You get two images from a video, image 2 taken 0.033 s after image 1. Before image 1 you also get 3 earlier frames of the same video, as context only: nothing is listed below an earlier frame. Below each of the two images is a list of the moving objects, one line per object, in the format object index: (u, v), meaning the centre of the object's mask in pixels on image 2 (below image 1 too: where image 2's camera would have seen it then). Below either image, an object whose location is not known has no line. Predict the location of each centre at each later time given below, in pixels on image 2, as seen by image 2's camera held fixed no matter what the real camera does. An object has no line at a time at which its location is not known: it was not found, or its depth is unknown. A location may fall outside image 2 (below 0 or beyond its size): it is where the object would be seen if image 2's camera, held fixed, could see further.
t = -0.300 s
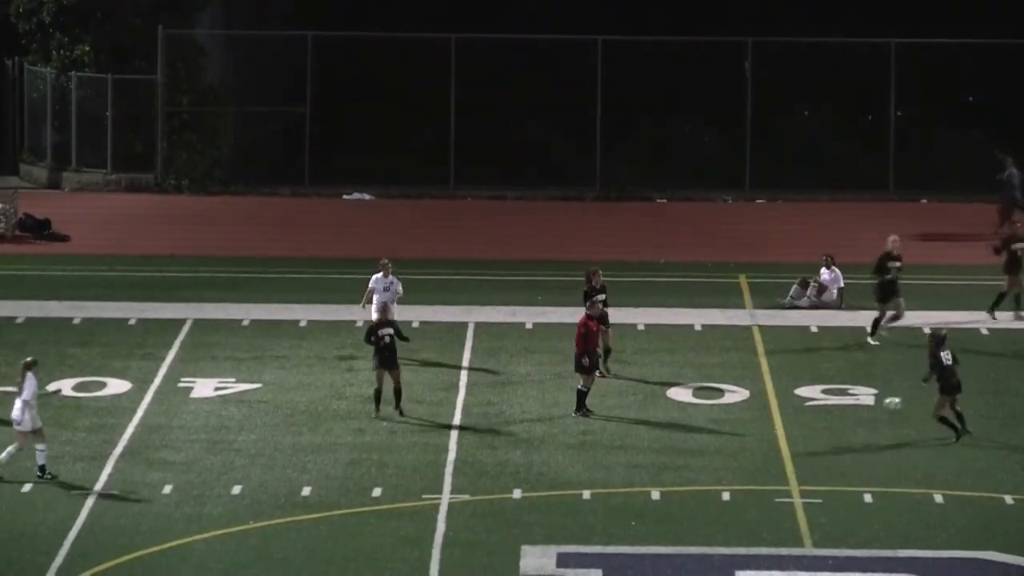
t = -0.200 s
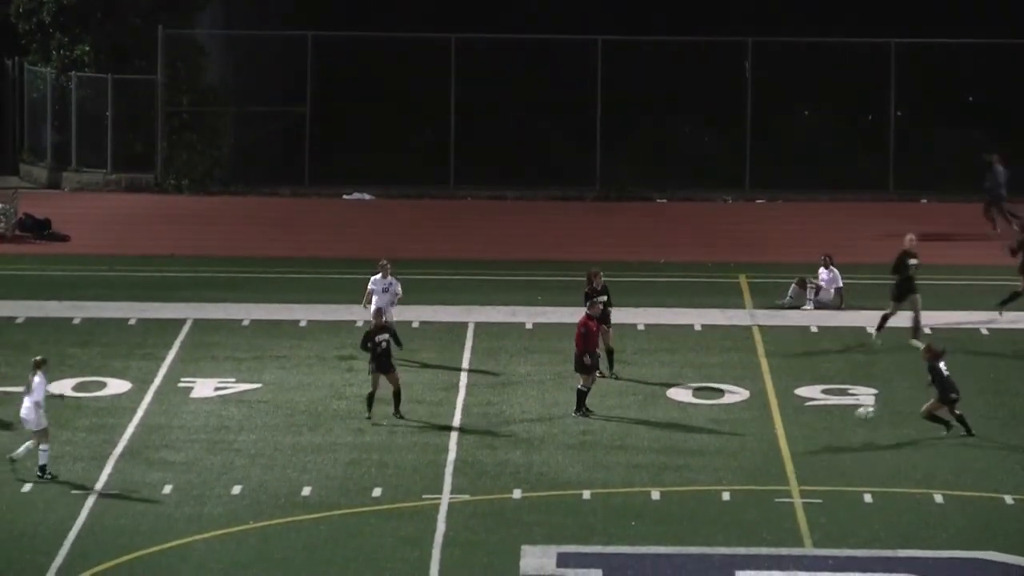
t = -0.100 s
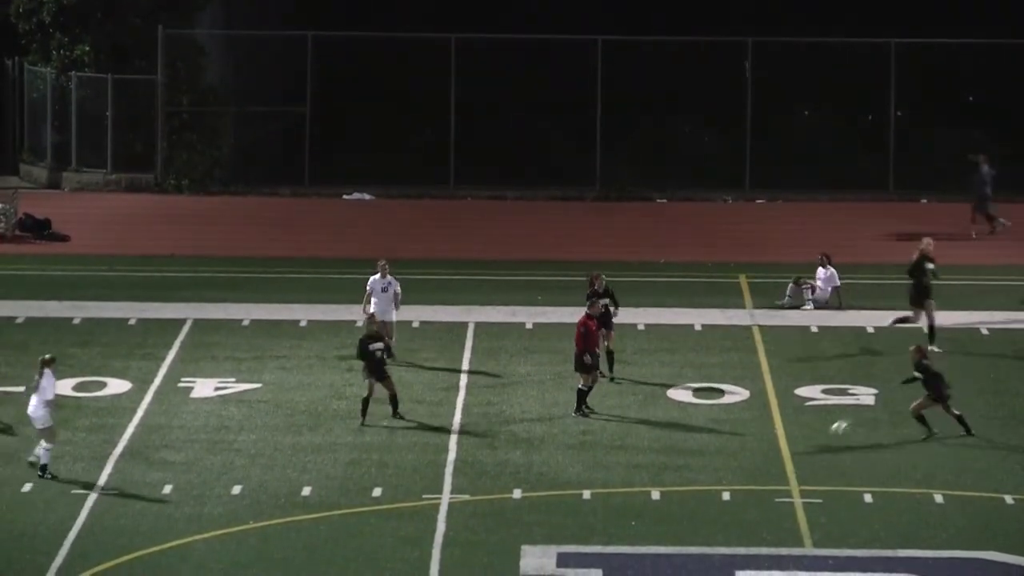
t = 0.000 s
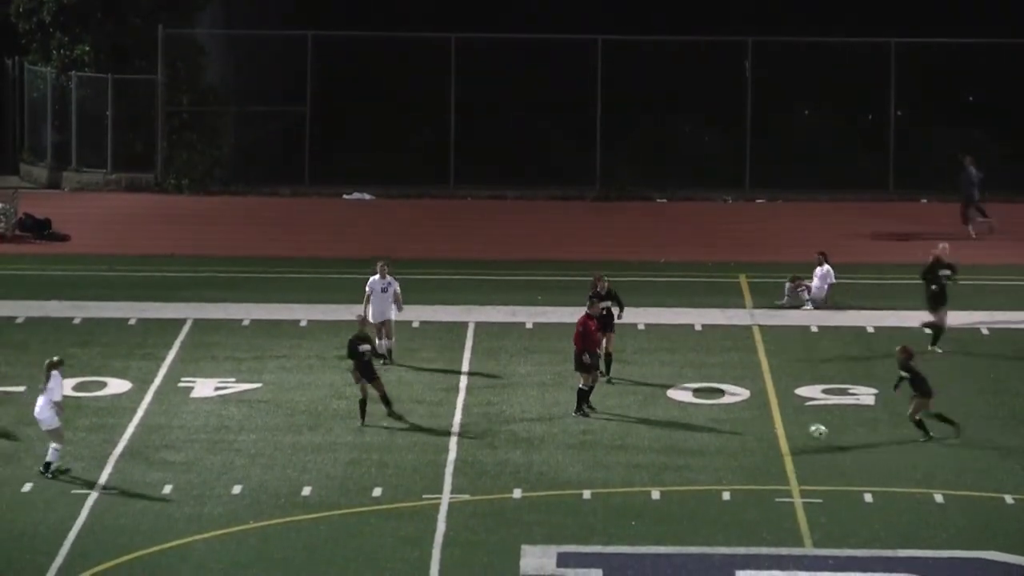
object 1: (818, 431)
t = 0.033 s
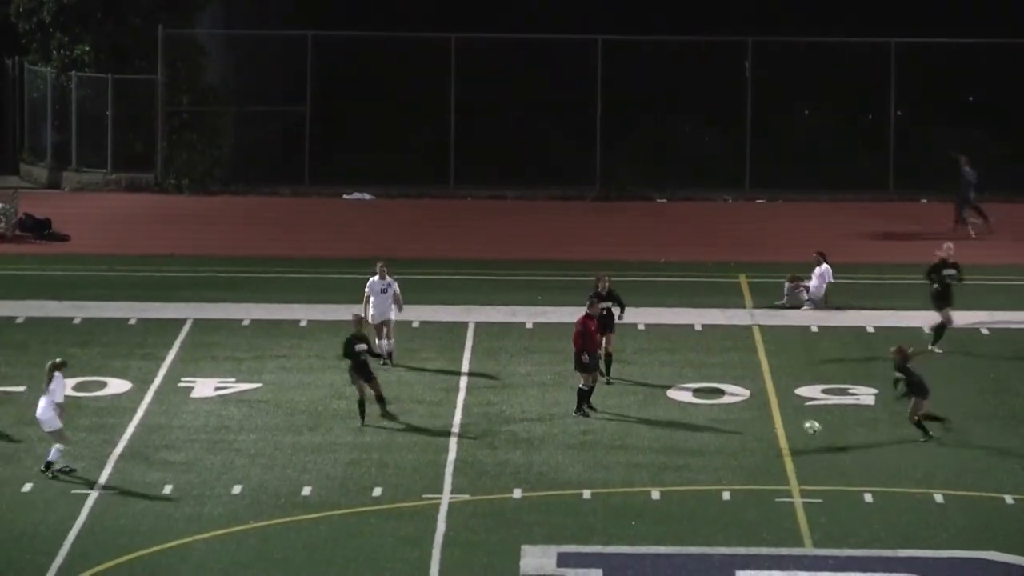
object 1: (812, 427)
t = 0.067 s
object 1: (806, 425)
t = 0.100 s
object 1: (801, 423)
